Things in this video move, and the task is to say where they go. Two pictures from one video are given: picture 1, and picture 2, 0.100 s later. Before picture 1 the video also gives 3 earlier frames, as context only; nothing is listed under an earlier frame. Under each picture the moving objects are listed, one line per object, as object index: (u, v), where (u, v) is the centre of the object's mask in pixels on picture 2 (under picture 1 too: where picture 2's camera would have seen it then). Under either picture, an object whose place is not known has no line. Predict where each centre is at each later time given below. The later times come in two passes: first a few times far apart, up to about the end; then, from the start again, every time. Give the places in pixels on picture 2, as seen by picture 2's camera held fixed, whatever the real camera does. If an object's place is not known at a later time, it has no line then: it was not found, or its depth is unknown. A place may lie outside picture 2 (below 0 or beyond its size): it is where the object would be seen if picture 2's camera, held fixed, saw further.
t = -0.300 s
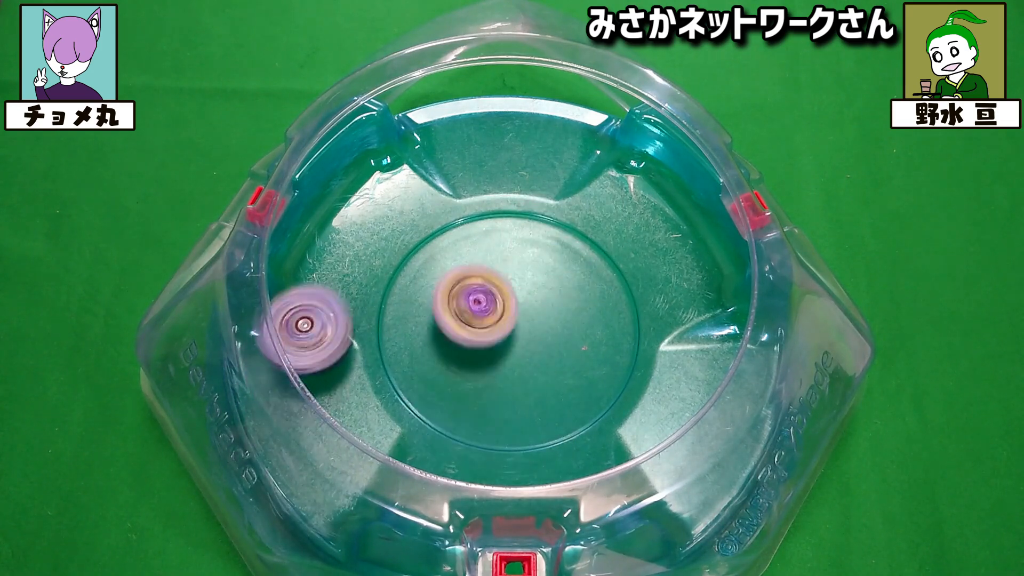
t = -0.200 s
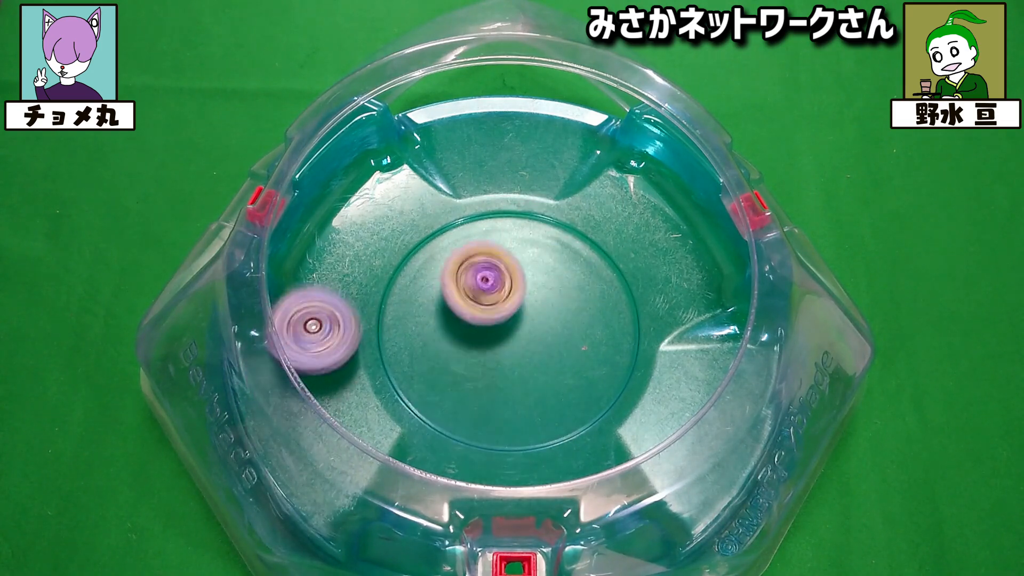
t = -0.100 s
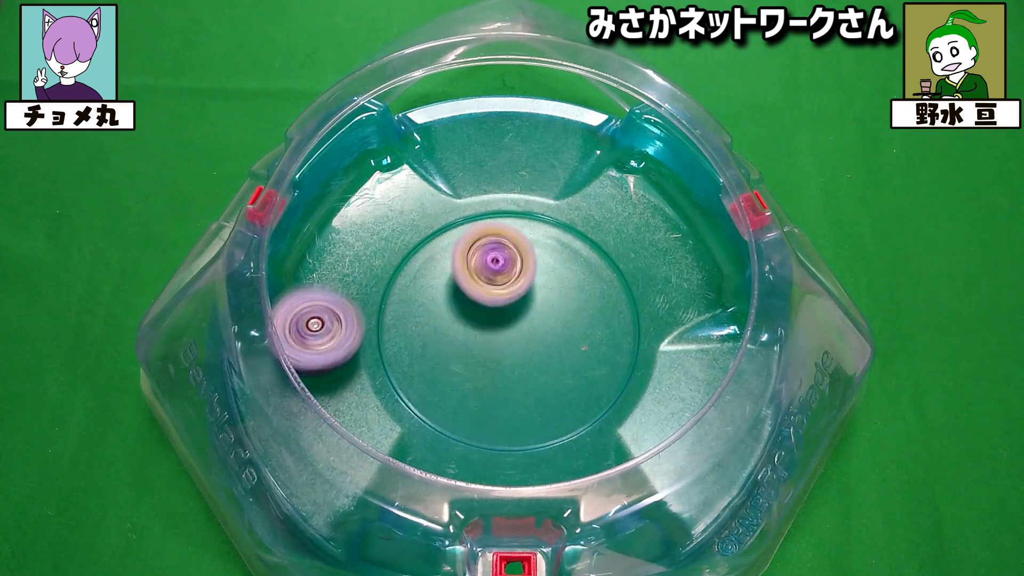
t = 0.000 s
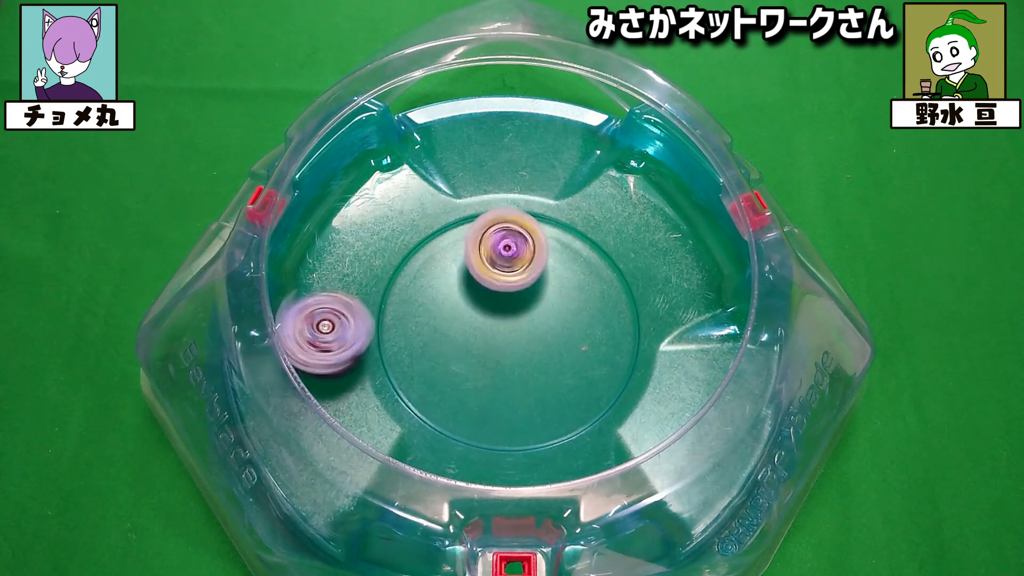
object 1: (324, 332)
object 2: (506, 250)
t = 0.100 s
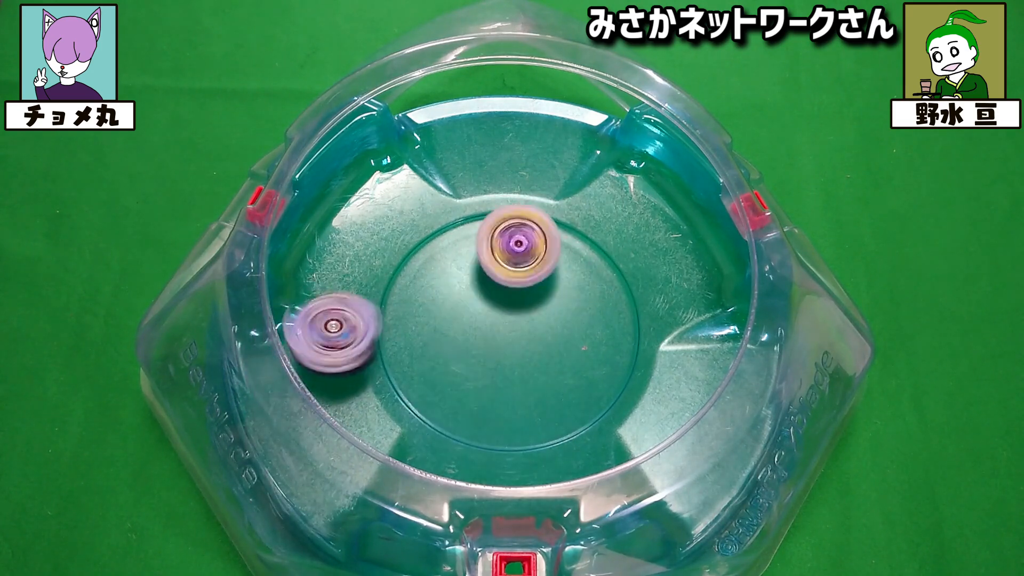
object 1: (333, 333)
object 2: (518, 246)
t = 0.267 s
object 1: (356, 340)
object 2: (536, 257)
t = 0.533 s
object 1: (471, 338)
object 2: (564, 306)
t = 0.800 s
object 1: (540, 378)
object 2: (616, 310)
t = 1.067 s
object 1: (536, 389)
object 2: (581, 302)
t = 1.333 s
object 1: (529, 376)
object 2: (514, 279)
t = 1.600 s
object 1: (493, 387)
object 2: (476, 220)
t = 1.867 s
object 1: (507, 321)
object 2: (474, 237)
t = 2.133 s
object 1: (546, 337)
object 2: (472, 251)
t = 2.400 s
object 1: (555, 343)
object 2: (470, 295)
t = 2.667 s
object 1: (563, 335)
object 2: (441, 320)
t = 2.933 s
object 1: (554, 321)
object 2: (438, 320)
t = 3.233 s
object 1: (568, 273)
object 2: (473, 335)
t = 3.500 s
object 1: (565, 282)
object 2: (510, 360)
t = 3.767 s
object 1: (538, 273)
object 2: (502, 385)
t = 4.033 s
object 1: (483, 260)
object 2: (501, 379)
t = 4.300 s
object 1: (491, 229)
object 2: (528, 368)
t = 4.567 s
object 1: (486, 306)
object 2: (577, 365)
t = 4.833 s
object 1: (430, 321)
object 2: (595, 353)
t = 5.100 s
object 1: (439, 320)
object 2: (530, 318)
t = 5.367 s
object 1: (446, 319)
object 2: (541, 316)
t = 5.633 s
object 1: (467, 336)
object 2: (556, 319)
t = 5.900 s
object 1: (464, 342)
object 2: (548, 326)
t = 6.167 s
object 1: (471, 332)
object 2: (548, 324)
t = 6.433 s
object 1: (472, 327)
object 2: (544, 322)
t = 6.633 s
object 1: (471, 327)
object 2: (543, 321)
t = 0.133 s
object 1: (336, 334)
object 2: (522, 246)
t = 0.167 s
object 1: (339, 335)
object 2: (525, 247)
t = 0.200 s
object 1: (344, 337)
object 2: (529, 250)
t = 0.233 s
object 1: (350, 338)
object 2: (533, 253)
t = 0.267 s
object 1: (356, 340)
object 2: (536, 257)
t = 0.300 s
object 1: (363, 342)
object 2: (539, 263)
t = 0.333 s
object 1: (371, 342)
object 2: (542, 268)
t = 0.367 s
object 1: (382, 341)
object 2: (544, 274)
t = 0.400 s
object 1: (396, 338)
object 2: (547, 281)
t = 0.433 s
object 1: (411, 336)
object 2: (548, 288)
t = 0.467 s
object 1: (432, 334)
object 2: (549, 295)
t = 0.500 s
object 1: (456, 333)
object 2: (550, 302)
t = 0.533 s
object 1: (471, 338)
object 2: (564, 306)
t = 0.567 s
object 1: (478, 346)
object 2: (579, 304)
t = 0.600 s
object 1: (488, 350)
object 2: (588, 305)
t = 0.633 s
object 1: (498, 354)
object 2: (596, 305)
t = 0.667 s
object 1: (509, 359)
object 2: (603, 306)
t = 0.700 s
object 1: (520, 365)
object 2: (609, 306)
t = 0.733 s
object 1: (528, 371)
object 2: (612, 307)
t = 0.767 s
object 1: (534, 376)
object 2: (615, 308)
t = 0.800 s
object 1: (540, 378)
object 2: (616, 310)
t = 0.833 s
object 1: (546, 381)
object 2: (614, 312)
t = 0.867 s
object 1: (547, 384)
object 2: (612, 312)
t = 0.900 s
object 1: (545, 385)
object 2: (609, 314)
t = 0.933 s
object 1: (542, 385)
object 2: (605, 316)
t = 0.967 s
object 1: (538, 386)
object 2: (602, 316)
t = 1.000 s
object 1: (537, 388)
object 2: (595, 309)
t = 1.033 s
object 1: (539, 390)
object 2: (588, 305)
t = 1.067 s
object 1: (536, 389)
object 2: (581, 302)
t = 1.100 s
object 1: (532, 388)
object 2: (573, 300)
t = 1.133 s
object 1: (530, 386)
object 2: (565, 296)
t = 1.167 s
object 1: (531, 385)
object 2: (556, 294)
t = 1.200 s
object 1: (528, 384)
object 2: (548, 292)
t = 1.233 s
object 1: (526, 379)
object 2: (538, 291)
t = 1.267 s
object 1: (526, 372)
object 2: (527, 289)
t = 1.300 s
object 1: (527, 369)
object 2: (520, 288)
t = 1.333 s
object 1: (529, 376)
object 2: (514, 279)
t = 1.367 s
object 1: (520, 386)
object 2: (509, 265)
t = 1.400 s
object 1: (520, 390)
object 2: (504, 257)
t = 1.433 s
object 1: (514, 396)
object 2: (498, 249)
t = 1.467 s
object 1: (512, 396)
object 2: (493, 242)
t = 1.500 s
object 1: (505, 400)
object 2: (489, 236)
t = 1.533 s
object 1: (499, 398)
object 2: (485, 230)
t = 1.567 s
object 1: (496, 393)
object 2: (480, 224)
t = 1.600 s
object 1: (493, 387)
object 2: (476, 220)
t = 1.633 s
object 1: (494, 379)
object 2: (474, 218)
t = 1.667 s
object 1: (492, 372)
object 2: (472, 216)
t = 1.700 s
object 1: (492, 365)
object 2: (472, 216)
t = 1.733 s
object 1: (494, 357)
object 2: (470, 217)
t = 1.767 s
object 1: (496, 348)
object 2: (471, 220)
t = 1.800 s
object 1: (497, 340)
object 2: (472, 224)
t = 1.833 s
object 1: (501, 332)
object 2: (472, 231)
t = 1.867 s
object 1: (507, 321)
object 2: (474, 237)
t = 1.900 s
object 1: (515, 317)
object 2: (475, 244)
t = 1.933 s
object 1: (527, 327)
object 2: (473, 234)
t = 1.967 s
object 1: (535, 335)
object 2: (473, 232)
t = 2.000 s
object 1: (541, 337)
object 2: (472, 234)
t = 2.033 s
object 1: (546, 336)
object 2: (470, 237)
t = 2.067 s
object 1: (548, 336)
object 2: (470, 240)
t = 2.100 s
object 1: (548, 337)
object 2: (471, 245)
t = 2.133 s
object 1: (546, 337)
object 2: (472, 251)
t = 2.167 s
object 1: (546, 337)
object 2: (473, 257)
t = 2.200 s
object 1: (544, 338)
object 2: (474, 264)
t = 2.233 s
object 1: (543, 340)
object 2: (476, 271)
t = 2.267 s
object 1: (543, 340)
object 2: (477, 279)
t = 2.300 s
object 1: (546, 341)
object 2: (477, 282)
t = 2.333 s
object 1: (549, 343)
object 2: (477, 286)
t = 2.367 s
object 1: (553, 344)
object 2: (474, 289)
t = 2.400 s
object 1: (555, 343)
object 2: (470, 295)
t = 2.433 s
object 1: (555, 344)
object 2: (466, 299)
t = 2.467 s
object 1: (551, 343)
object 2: (464, 304)
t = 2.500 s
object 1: (551, 343)
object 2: (462, 310)
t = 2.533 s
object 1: (551, 340)
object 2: (460, 315)
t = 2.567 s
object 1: (550, 340)
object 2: (458, 317)
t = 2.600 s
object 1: (557, 336)
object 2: (449, 315)
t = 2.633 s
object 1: (562, 336)
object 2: (445, 316)
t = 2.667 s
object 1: (563, 335)
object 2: (441, 320)
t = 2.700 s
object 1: (562, 334)
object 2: (436, 321)
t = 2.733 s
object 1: (562, 332)
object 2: (434, 320)
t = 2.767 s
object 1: (561, 332)
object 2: (432, 321)
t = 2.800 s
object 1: (560, 330)
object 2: (429, 320)
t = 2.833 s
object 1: (558, 328)
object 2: (430, 320)
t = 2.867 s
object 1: (557, 327)
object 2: (432, 320)
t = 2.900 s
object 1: (555, 324)
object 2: (434, 320)
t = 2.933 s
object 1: (554, 321)
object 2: (438, 320)
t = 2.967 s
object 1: (553, 318)
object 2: (442, 319)
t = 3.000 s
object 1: (550, 314)
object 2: (449, 320)
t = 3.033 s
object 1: (549, 310)
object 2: (454, 322)
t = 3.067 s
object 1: (548, 306)
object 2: (459, 323)
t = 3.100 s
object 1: (553, 295)
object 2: (457, 323)
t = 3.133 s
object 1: (558, 287)
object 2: (461, 324)
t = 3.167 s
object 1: (561, 280)
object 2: (468, 329)
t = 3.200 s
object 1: (566, 274)
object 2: (470, 333)
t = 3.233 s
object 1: (568, 273)
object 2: (473, 335)
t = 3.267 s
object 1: (567, 273)
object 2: (481, 339)
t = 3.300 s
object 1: (569, 274)
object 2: (485, 343)
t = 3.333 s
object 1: (566, 278)
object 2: (490, 344)
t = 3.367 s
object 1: (567, 282)
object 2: (495, 346)
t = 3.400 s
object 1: (569, 285)
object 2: (501, 348)
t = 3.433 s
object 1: (567, 284)
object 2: (507, 352)
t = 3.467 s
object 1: (566, 287)
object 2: (511, 353)
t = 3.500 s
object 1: (565, 282)
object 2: (510, 360)
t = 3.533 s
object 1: (563, 278)
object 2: (507, 364)
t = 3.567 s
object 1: (560, 277)
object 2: (508, 368)
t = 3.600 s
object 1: (561, 274)
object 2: (509, 374)
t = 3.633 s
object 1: (558, 269)
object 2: (508, 380)
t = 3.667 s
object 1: (555, 270)
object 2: (506, 381)
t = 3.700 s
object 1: (548, 272)
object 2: (505, 384)
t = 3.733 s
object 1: (545, 273)
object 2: (503, 385)
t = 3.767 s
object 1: (538, 273)
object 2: (502, 385)
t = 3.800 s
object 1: (532, 276)
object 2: (502, 383)
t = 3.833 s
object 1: (527, 279)
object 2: (501, 381)
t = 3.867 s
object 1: (521, 279)
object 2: (500, 378)
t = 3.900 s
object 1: (512, 280)
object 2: (499, 374)
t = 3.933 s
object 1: (505, 284)
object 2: (501, 367)
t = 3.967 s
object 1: (499, 284)
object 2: (503, 365)
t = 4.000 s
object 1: (490, 271)
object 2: (502, 375)
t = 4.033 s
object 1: (483, 260)
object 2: (501, 379)
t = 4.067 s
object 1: (481, 249)
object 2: (503, 378)
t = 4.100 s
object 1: (478, 238)
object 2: (508, 377)
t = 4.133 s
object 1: (477, 230)
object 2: (513, 380)
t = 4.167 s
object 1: (476, 228)
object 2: (515, 379)
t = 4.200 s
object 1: (480, 227)
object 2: (517, 376)
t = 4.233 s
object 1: (485, 224)
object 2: (522, 374)
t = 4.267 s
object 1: (488, 225)
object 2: (526, 371)
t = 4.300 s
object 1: (491, 229)
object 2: (528, 368)
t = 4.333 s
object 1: (491, 237)
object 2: (531, 365)
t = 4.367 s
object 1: (496, 246)
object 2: (535, 360)
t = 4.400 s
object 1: (499, 255)
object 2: (538, 355)
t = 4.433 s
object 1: (501, 271)
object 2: (542, 352)
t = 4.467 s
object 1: (501, 282)
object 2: (546, 348)
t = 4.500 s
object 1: (499, 292)
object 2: (551, 351)
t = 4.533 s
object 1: (497, 302)
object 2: (561, 357)
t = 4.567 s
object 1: (486, 306)
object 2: (577, 365)
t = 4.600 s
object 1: (473, 310)
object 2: (590, 370)
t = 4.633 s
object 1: (460, 315)
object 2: (601, 372)
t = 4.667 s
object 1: (451, 320)
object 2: (608, 373)
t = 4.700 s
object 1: (443, 321)
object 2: (612, 371)
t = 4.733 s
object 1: (438, 320)
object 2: (612, 368)
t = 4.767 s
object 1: (434, 321)
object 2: (605, 365)
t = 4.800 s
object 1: (431, 321)
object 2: (601, 357)
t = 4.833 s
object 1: (430, 321)
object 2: (595, 353)
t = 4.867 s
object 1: (429, 321)
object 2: (589, 350)
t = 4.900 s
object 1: (428, 320)
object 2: (582, 348)
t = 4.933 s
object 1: (428, 321)
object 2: (574, 343)
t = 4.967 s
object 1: (428, 322)
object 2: (565, 340)
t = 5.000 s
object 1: (431, 323)
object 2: (554, 335)
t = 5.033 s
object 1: (435, 324)
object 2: (543, 330)
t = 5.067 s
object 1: (442, 323)
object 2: (529, 323)
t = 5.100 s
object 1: (439, 320)
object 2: (530, 318)
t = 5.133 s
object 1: (436, 319)
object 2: (533, 315)
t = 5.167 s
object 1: (437, 318)
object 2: (534, 314)
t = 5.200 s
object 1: (440, 319)
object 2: (534, 315)
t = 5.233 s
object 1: (444, 320)
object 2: (533, 315)
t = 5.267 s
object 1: (446, 318)
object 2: (535, 315)
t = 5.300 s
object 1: (446, 317)
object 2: (538, 315)
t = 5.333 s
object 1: (445, 317)
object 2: (540, 316)
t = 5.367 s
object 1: (446, 319)
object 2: (541, 316)
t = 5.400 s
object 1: (450, 322)
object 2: (540, 316)
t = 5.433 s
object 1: (455, 324)
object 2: (541, 316)
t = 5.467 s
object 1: (463, 326)
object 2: (542, 317)
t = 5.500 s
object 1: (466, 327)
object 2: (545, 317)
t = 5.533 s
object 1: (469, 329)
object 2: (548, 316)
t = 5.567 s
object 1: (469, 331)
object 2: (551, 316)
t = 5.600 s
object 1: (469, 333)
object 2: (554, 317)
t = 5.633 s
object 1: (467, 336)
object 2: (556, 319)
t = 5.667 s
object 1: (465, 337)
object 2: (557, 321)
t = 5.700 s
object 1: (465, 338)
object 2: (556, 322)
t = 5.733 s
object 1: (468, 340)
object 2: (554, 323)
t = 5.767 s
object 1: (467, 342)
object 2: (553, 324)
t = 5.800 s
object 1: (467, 343)
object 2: (550, 325)
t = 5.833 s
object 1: (465, 344)
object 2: (550, 325)
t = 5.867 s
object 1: (464, 344)
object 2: (550, 326)
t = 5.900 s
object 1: (464, 342)
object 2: (548, 326)
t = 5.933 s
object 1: (465, 340)
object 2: (546, 327)
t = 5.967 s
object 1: (465, 337)
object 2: (548, 325)
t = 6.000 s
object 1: (465, 336)
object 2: (549, 325)
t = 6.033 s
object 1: (465, 335)
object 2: (550, 325)
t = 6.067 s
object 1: (465, 334)
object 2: (550, 325)
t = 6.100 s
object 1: (466, 333)
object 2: (549, 325)
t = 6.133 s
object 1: (468, 333)
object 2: (549, 324)
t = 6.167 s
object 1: (471, 332)
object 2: (548, 324)
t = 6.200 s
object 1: (472, 330)
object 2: (548, 323)
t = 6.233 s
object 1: (472, 329)
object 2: (547, 322)
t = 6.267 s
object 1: (471, 329)
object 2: (547, 322)
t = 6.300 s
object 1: (471, 329)
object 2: (546, 322)
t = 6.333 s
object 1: (471, 330)
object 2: (545, 322)
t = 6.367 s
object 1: (471, 330)
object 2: (544, 321)
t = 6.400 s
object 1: (471, 329)
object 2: (544, 322)
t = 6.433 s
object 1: (472, 327)
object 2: (544, 322)
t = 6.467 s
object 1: (471, 329)
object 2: (544, 321)
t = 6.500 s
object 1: (471, 328)
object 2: (544, 321)
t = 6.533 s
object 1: (471, 328)
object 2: (544, 321)
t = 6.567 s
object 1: (471, 328)
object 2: (544, 321)
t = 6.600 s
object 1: (471, 328)
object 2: (543, 321)
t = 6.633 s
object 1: (471, 327)
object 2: (543, 321)
